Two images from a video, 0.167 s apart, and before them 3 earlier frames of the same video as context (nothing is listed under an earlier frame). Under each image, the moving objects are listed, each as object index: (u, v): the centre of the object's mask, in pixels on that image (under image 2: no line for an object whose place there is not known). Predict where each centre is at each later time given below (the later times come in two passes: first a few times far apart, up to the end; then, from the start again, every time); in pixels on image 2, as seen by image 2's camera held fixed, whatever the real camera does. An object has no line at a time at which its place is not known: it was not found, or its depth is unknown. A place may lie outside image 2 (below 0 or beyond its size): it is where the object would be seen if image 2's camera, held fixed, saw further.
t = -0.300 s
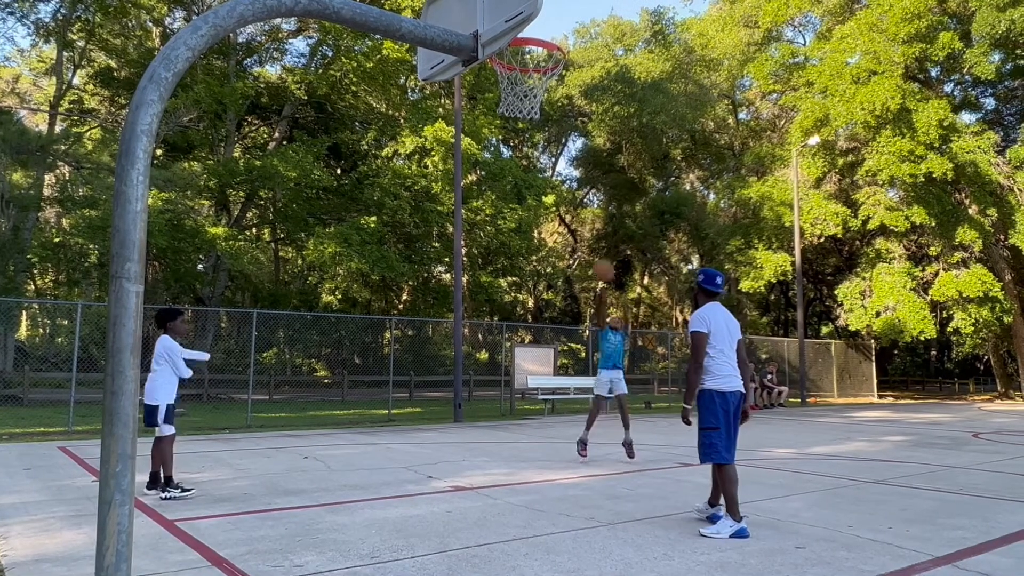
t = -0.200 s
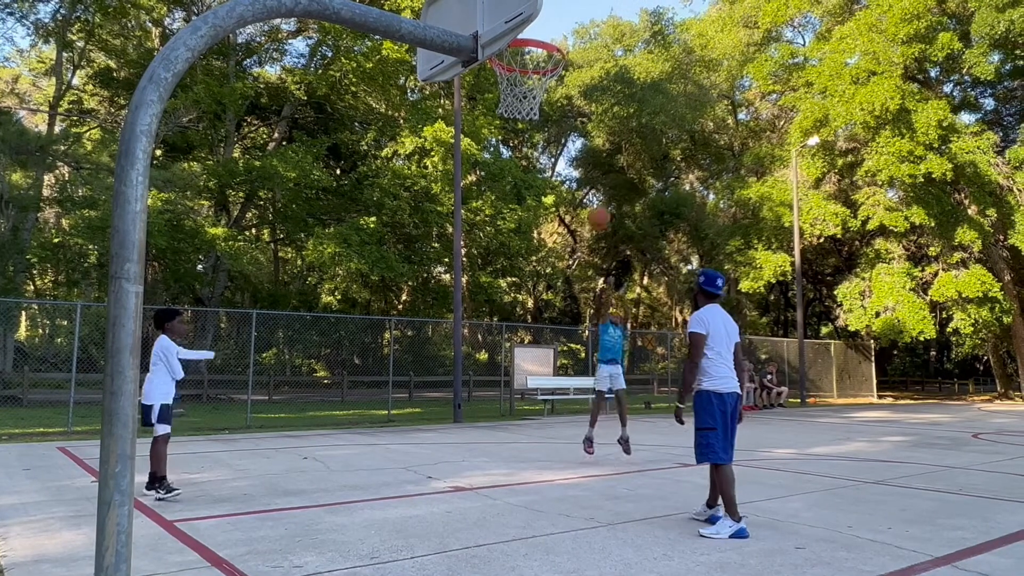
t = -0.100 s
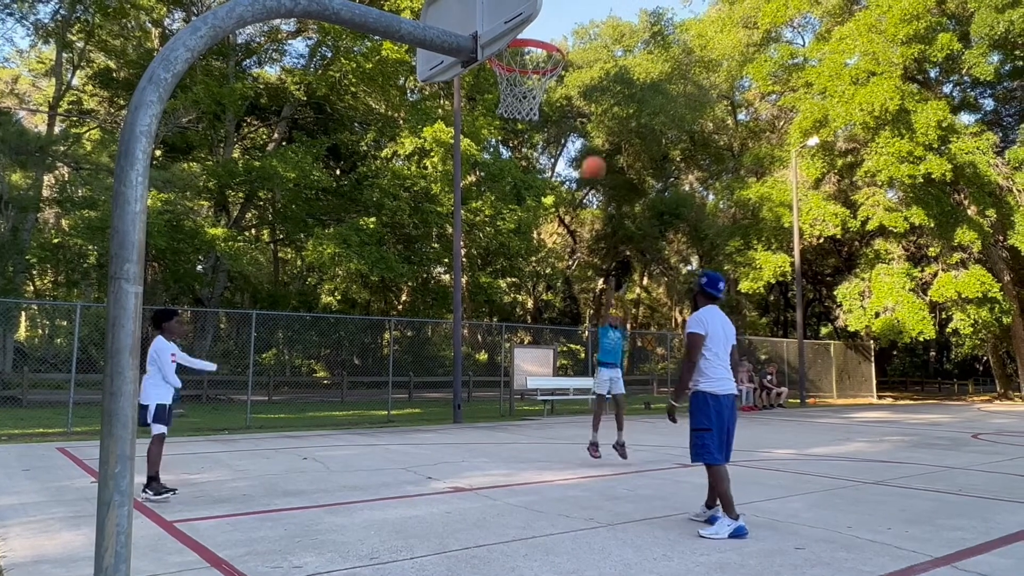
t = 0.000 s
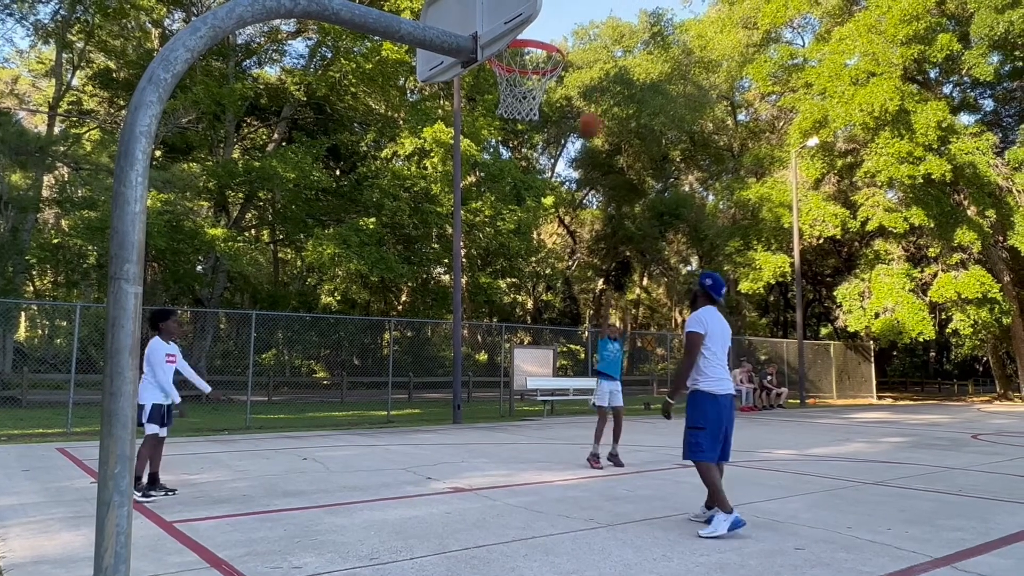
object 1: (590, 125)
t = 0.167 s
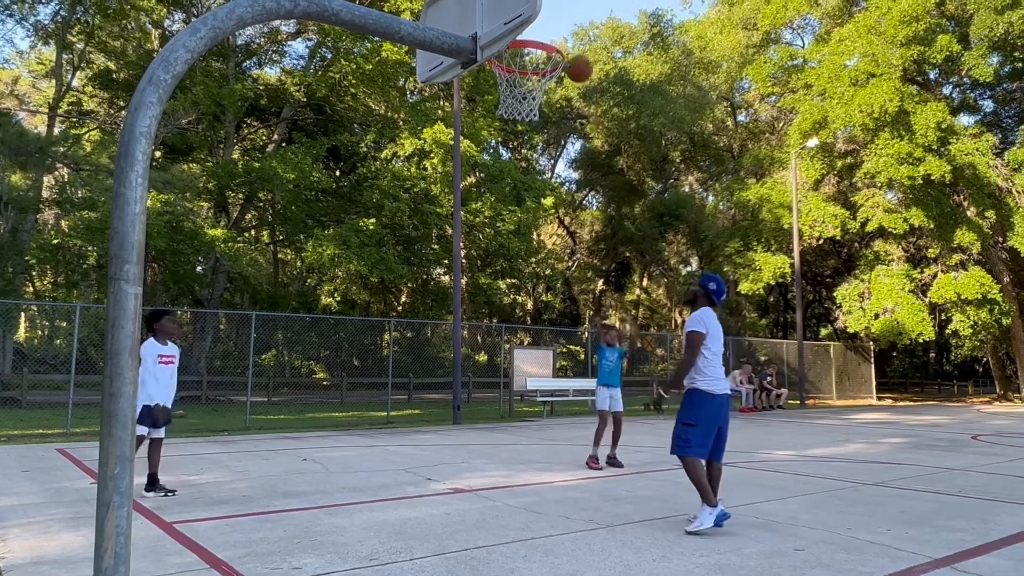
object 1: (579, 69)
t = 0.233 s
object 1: (574, 51)
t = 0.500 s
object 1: (551, 27)
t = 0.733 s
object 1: (508, 96)
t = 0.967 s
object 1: (466, 213)
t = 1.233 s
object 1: (421, 427)
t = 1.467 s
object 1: (402, 413)
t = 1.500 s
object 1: (402, 397)
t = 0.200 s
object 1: (577, 59)
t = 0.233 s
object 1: (574, 51)
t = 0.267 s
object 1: (572, 44)
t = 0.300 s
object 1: (570, 38)
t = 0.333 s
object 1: (567, 32)
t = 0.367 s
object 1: (564, 29)
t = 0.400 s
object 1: (561, 26)
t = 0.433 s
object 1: (558, 25)
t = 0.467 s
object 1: (554, 25)
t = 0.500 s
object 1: (551, 27)
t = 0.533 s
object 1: (548, 29)
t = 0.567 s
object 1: (545, 31)
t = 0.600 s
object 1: (541, 42)
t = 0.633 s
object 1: (536, 51)
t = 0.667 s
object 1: (525, 65)
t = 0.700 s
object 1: (513, 82)
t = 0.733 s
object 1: (508, 96)
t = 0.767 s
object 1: (501, 115)
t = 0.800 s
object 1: (494, 124)
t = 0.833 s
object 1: (490, 138)
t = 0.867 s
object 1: (483, 155)
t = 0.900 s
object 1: (477, 173)
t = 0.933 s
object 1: (472, 192)
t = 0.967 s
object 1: (466, 213)
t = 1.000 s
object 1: (461, 235)
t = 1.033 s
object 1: (456, 256)
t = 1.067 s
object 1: (449, 283)
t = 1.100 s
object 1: (444, 308)
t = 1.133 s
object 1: (438, 337)
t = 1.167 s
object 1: (433, 366)
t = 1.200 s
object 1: (427, 395)
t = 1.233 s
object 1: (421, 427)
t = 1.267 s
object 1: (415, 460)
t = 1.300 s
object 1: (410, 494)
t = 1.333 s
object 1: (406, 499)
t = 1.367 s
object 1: (405, 474)
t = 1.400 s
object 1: (404, 452)
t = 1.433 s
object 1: (403, 432)
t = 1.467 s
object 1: (402, 413)
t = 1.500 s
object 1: (402, 397)
